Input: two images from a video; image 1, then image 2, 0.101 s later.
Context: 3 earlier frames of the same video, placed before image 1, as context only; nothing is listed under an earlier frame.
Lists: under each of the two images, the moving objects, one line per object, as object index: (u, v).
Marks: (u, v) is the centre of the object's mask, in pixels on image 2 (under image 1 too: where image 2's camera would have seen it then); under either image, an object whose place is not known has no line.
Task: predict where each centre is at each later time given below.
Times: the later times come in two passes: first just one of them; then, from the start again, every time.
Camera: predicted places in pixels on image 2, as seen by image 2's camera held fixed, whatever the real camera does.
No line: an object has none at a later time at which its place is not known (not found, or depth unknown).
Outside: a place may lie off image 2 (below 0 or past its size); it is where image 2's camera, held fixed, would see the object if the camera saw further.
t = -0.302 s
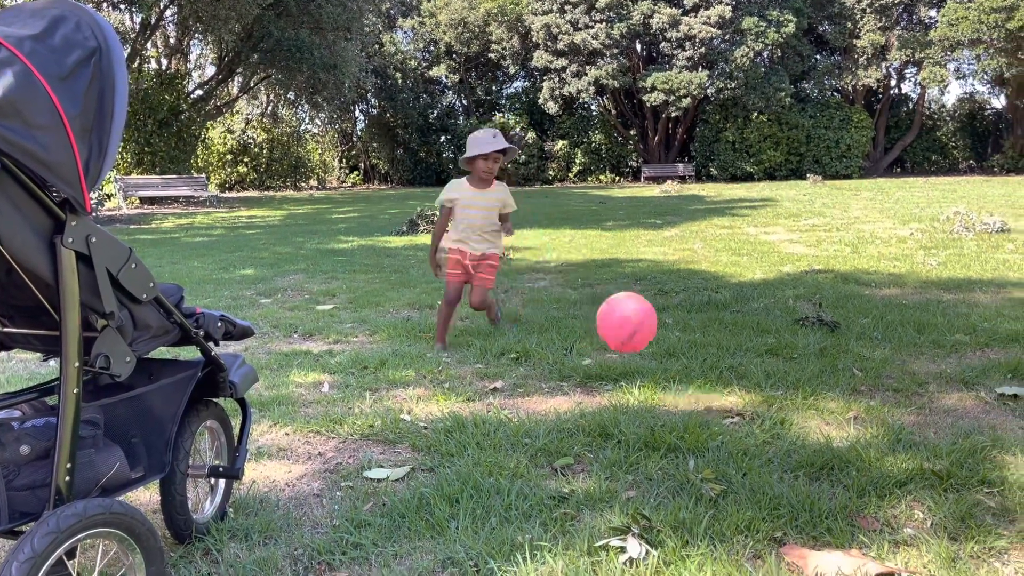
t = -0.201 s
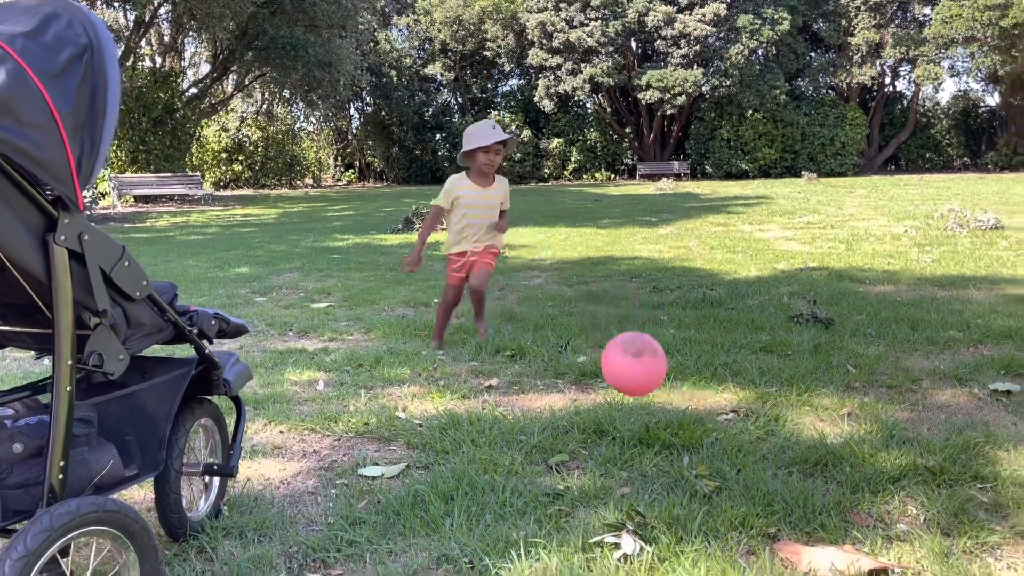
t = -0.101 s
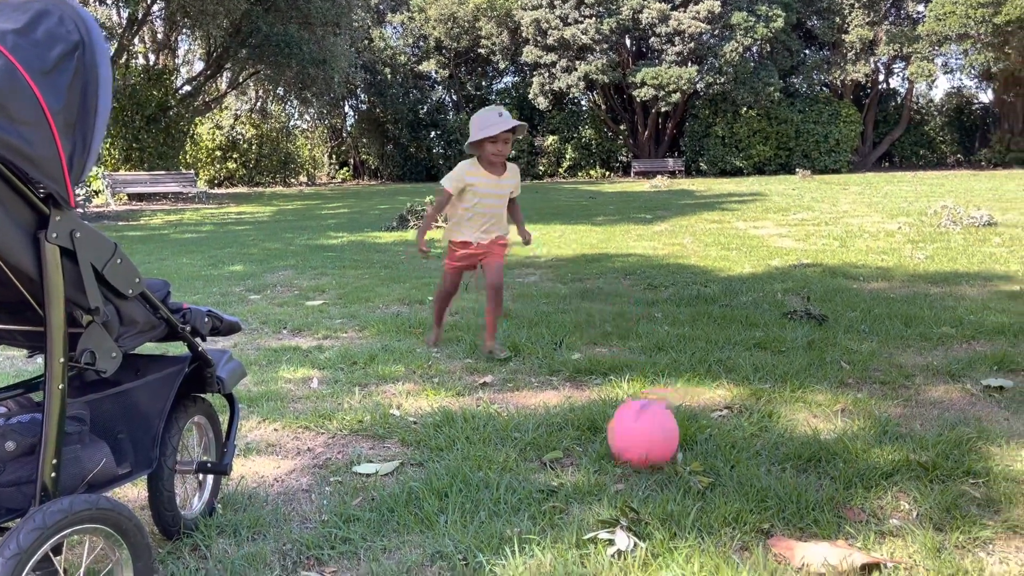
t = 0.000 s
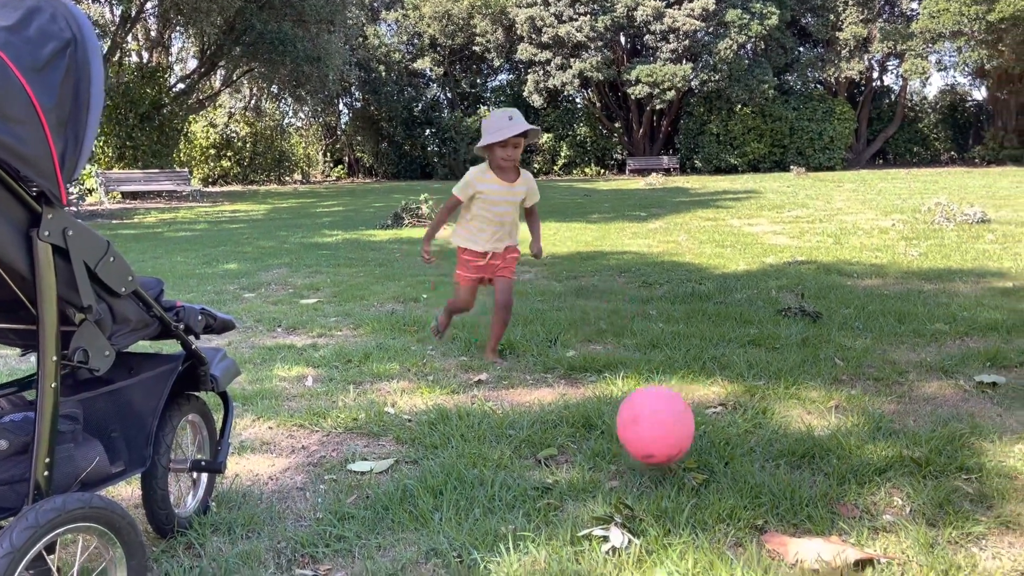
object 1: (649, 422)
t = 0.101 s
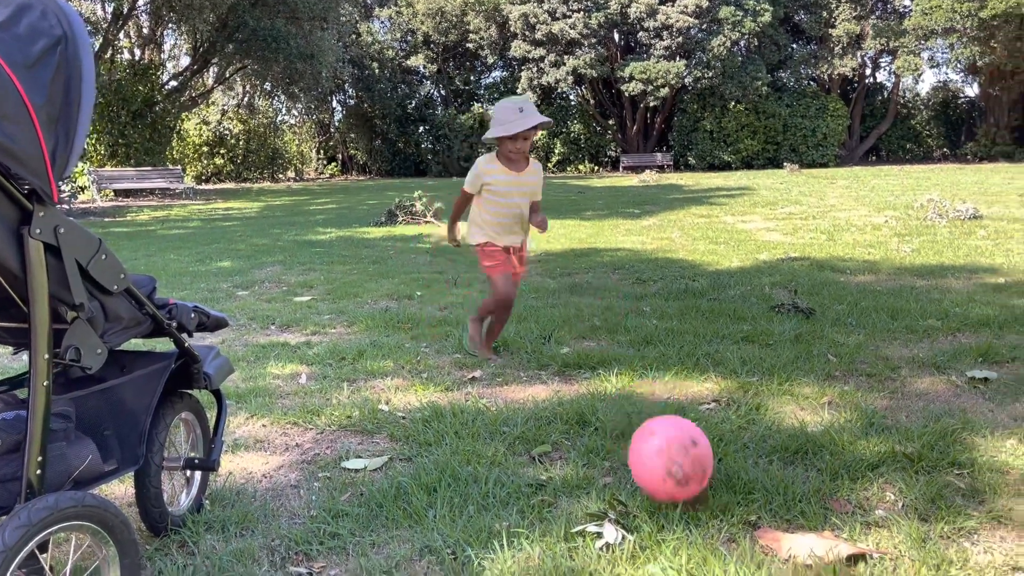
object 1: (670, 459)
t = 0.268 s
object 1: (720, 521)
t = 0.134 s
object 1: (678, 481)
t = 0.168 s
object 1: (687, 492)
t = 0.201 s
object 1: (698, 500)
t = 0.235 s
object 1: (709, 510)
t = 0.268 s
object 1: (720, 521)
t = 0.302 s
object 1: (732, 532)
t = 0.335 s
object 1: (746, 543)
